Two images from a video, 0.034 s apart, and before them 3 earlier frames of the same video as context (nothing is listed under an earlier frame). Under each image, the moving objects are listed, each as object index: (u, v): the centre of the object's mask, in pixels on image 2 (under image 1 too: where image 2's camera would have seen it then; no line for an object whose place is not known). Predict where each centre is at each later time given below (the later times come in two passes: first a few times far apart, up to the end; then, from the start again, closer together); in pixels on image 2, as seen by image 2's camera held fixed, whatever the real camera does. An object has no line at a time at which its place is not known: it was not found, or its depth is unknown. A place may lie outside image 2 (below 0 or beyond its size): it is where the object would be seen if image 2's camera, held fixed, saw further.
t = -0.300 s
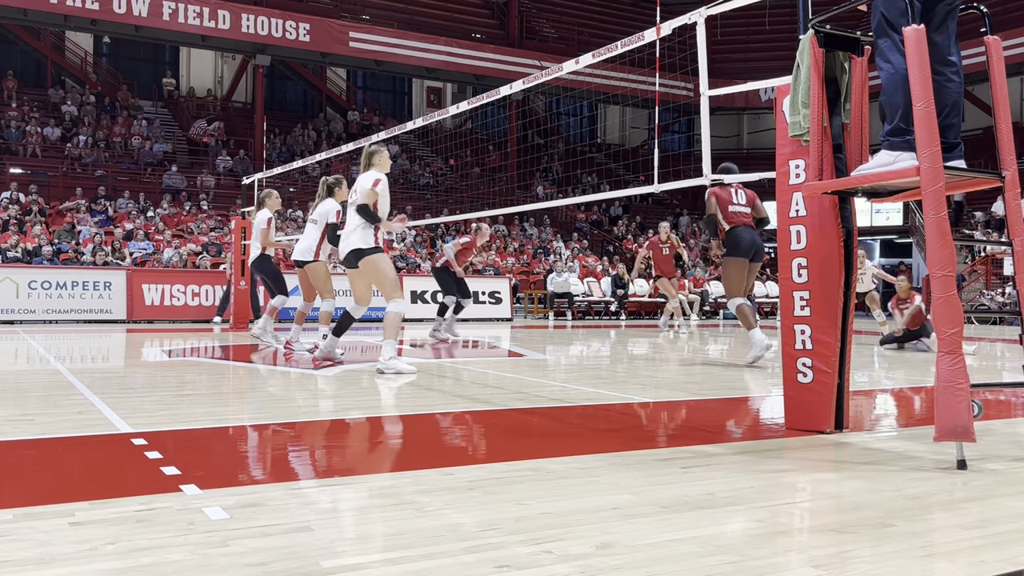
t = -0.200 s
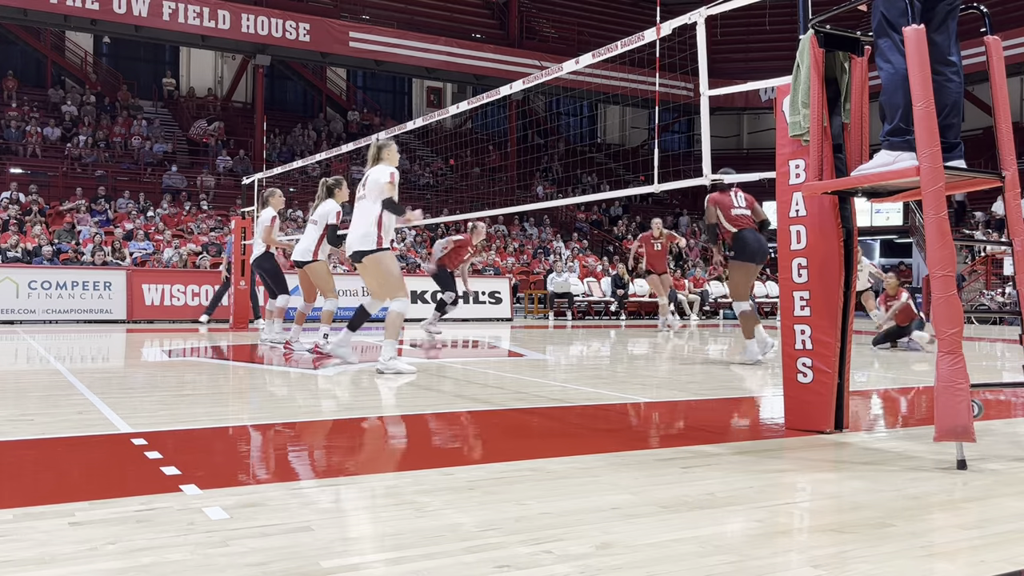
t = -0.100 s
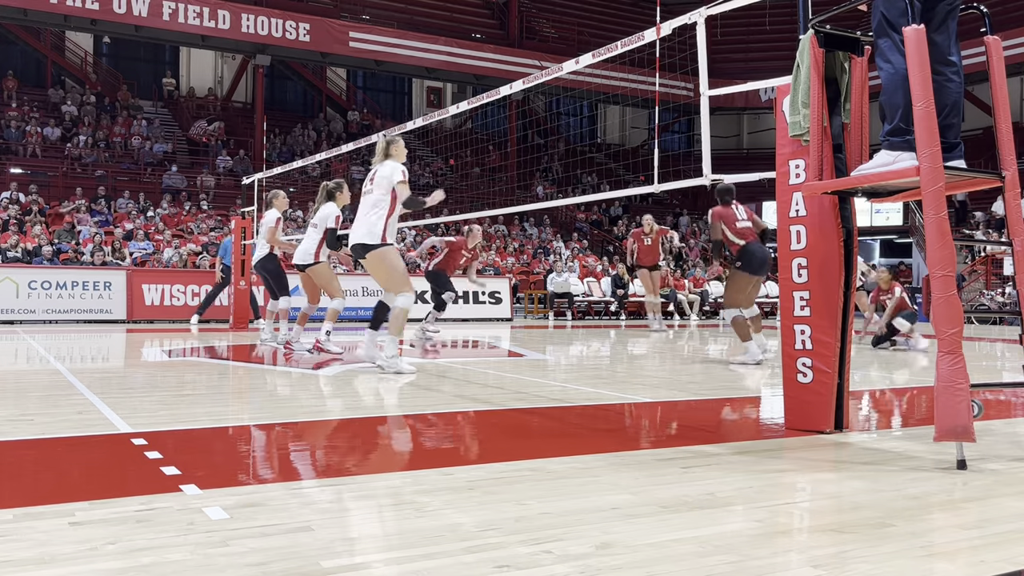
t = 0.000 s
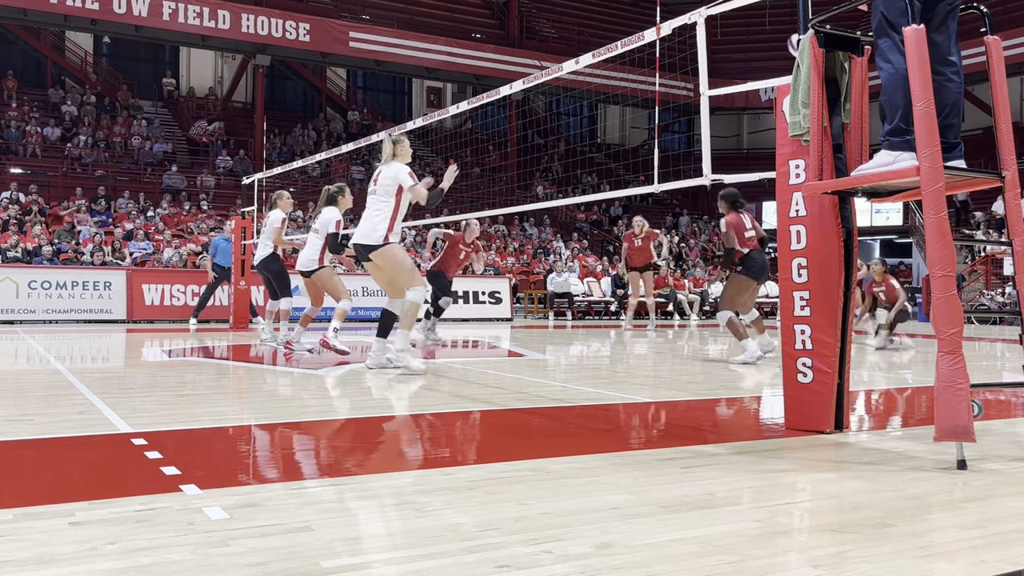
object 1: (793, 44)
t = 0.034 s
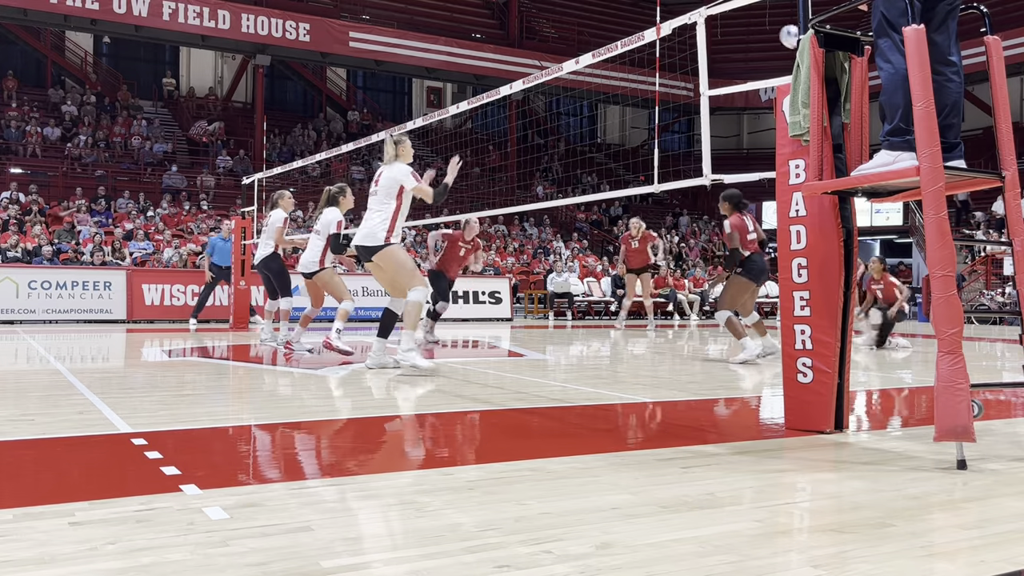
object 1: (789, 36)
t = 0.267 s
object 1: (738, 9)
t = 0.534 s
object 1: (669, 23)
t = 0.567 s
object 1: (662, 30)
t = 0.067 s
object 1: (783, 29)
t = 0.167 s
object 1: (760, 11)
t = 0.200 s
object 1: (753, 9)
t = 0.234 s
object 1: (746, 9)
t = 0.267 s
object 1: (738, 9)
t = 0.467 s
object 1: (685, 8)
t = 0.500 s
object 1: (676, 12)
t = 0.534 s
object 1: (669, 23)
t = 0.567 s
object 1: (662, 30)
